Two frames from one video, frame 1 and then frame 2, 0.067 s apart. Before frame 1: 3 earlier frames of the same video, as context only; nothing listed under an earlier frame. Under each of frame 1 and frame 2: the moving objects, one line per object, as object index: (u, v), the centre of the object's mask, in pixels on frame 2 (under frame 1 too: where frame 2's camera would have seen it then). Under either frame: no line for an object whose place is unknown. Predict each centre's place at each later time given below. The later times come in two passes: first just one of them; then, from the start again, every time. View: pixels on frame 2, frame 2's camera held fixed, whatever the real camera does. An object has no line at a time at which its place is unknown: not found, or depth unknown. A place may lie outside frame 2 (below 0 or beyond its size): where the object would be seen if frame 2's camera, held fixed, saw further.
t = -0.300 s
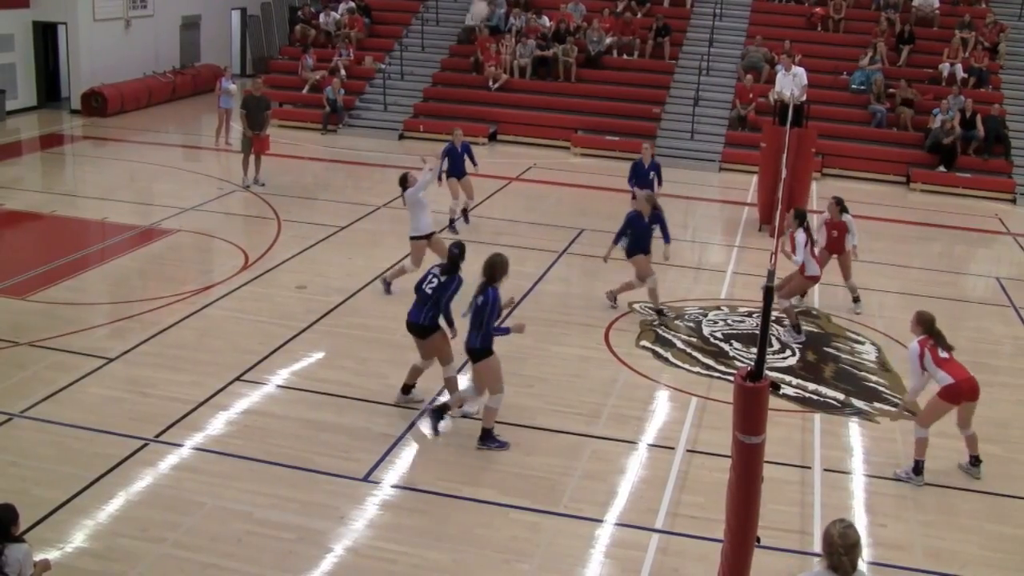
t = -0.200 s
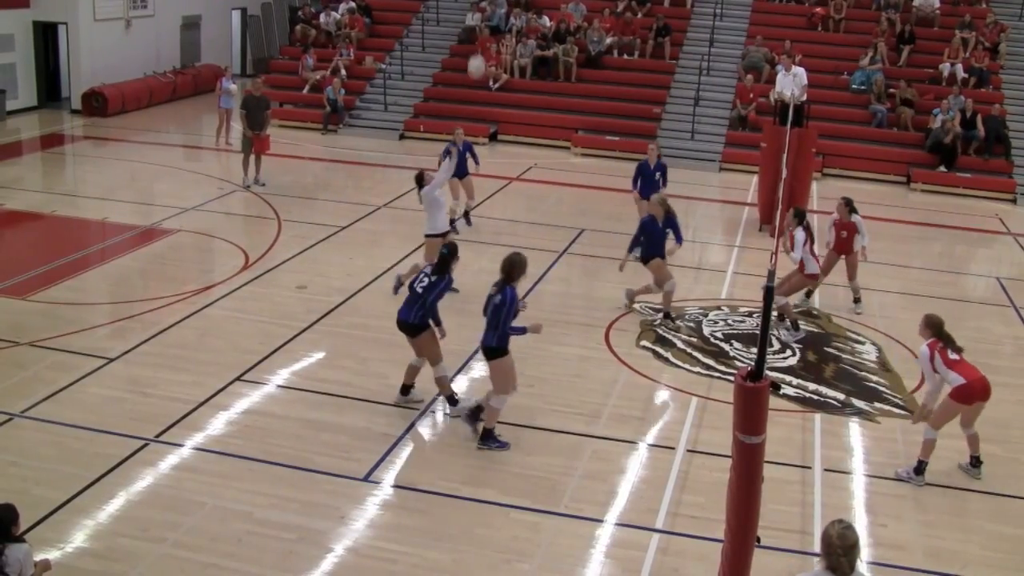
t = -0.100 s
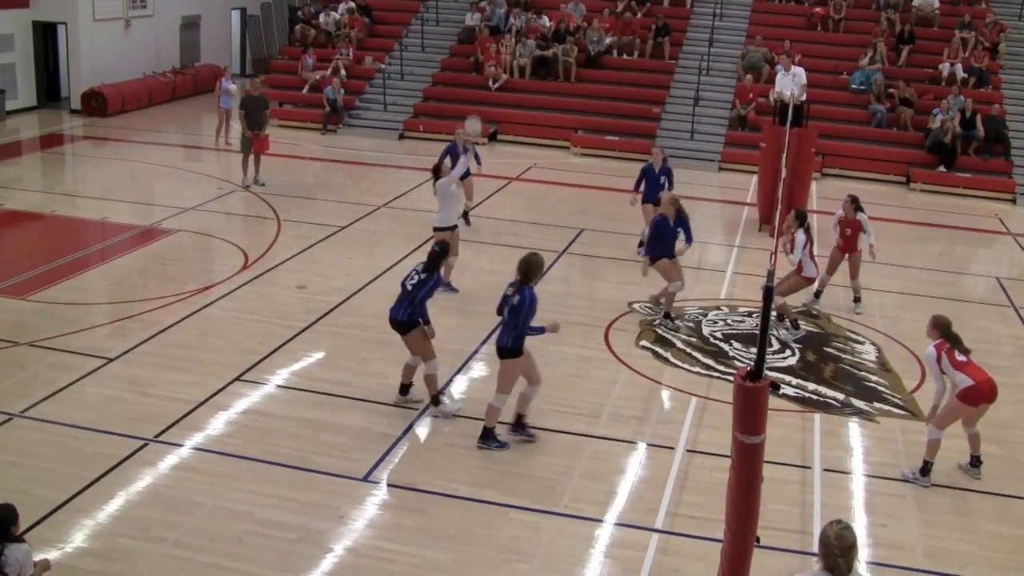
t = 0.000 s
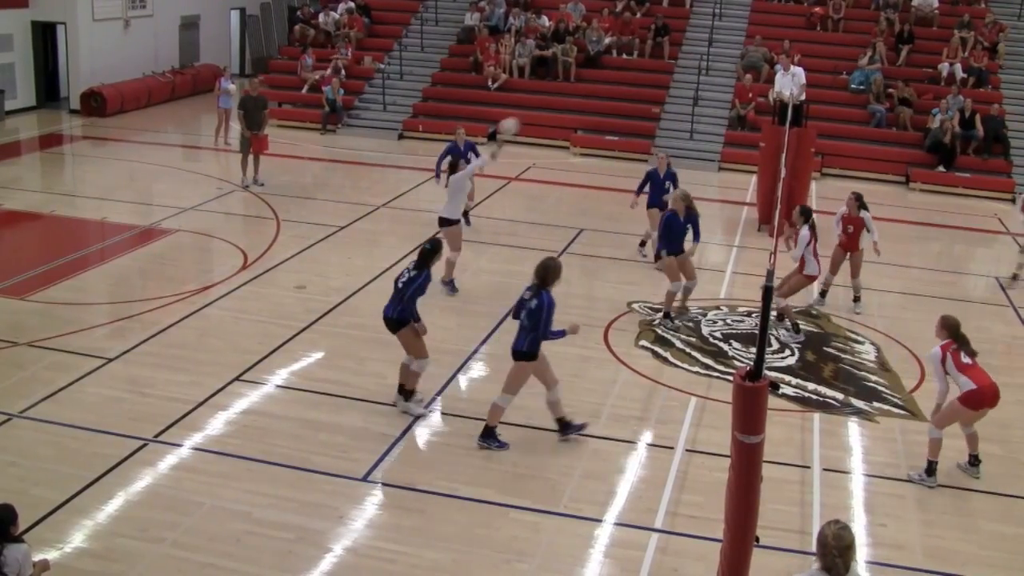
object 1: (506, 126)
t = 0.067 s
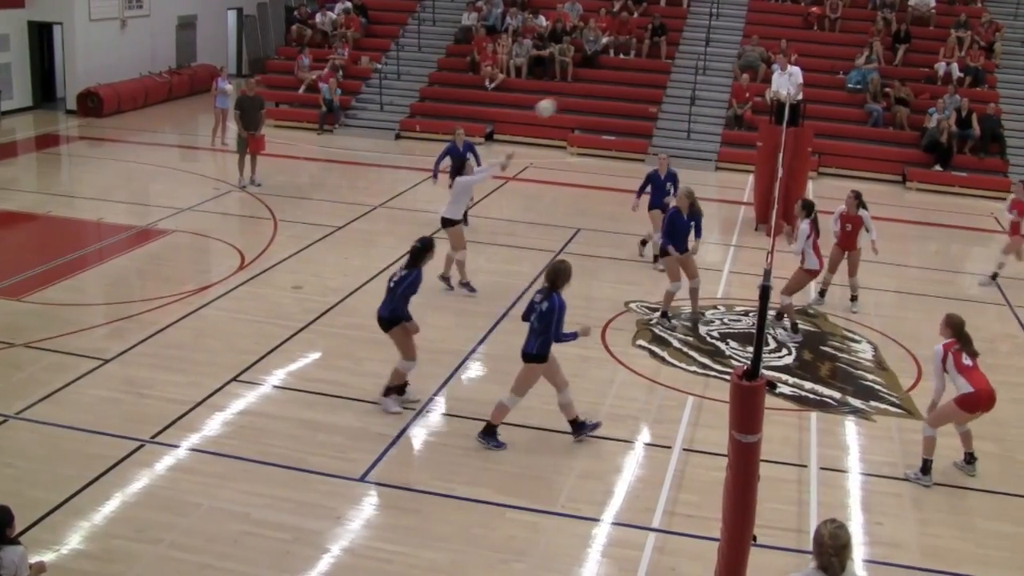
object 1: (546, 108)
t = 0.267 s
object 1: (654, 76)
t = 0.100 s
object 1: (564, 101)
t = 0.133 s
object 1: (582, 93)
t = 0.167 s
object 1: (600, 88)
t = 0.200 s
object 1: (619, 82)
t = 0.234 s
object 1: (637, 79)
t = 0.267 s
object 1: (654, 76)
